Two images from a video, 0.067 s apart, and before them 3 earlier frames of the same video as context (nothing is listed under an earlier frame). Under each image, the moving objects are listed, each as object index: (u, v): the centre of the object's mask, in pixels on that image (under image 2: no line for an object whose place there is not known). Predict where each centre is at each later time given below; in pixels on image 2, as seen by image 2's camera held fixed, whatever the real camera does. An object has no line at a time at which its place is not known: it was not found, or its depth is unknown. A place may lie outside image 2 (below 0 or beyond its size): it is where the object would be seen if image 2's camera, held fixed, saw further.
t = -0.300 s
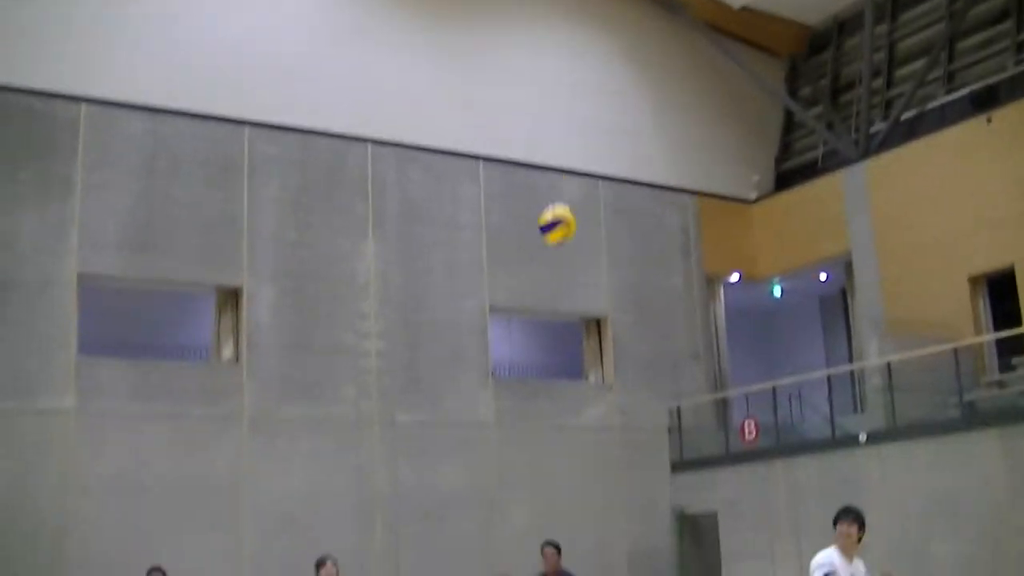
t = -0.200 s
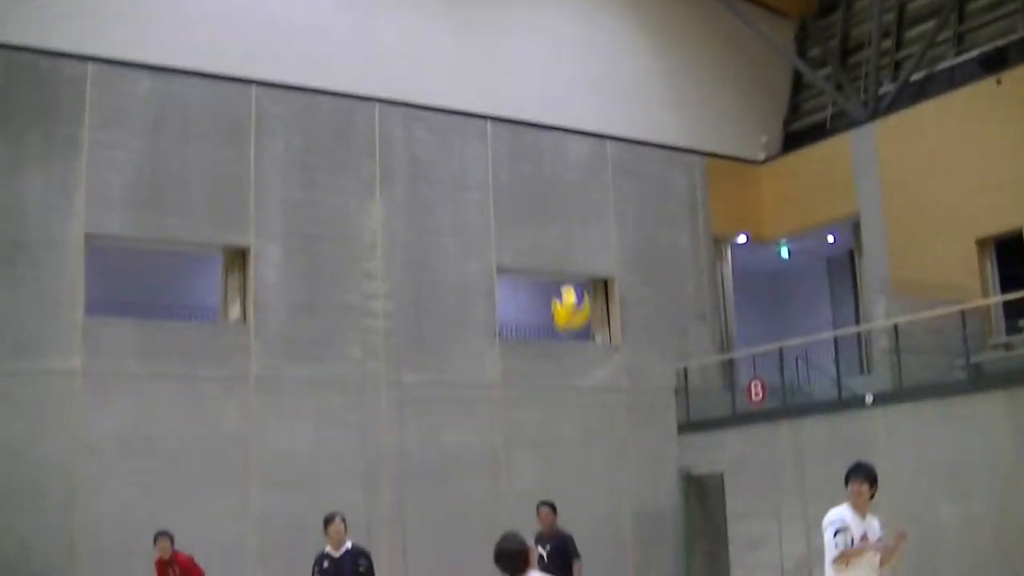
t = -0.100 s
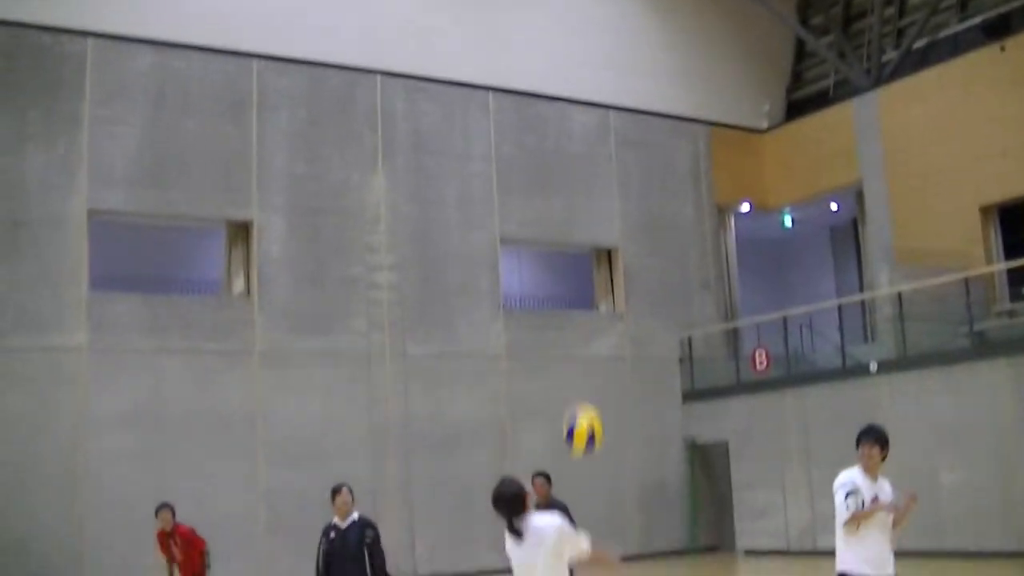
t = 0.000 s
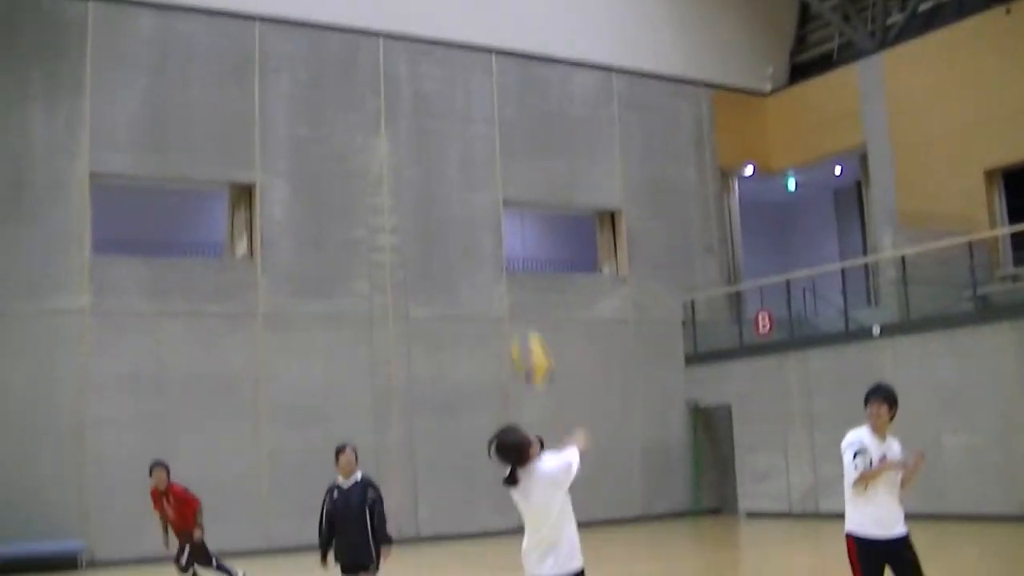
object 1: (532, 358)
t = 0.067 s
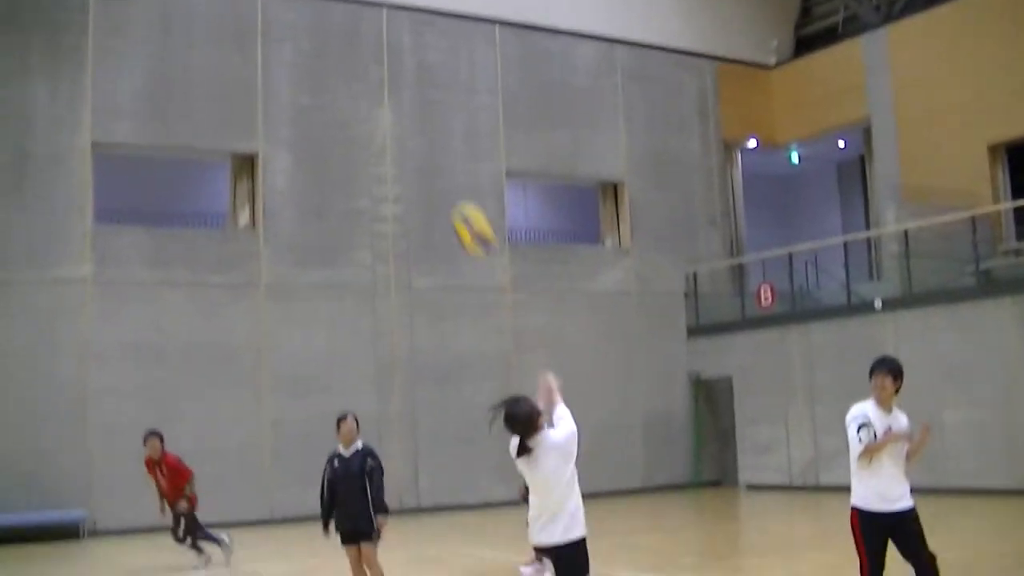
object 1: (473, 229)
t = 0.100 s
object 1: (445, 182)
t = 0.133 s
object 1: (419, 141)
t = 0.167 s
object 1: (393, 101)
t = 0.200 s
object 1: (368, 64)
